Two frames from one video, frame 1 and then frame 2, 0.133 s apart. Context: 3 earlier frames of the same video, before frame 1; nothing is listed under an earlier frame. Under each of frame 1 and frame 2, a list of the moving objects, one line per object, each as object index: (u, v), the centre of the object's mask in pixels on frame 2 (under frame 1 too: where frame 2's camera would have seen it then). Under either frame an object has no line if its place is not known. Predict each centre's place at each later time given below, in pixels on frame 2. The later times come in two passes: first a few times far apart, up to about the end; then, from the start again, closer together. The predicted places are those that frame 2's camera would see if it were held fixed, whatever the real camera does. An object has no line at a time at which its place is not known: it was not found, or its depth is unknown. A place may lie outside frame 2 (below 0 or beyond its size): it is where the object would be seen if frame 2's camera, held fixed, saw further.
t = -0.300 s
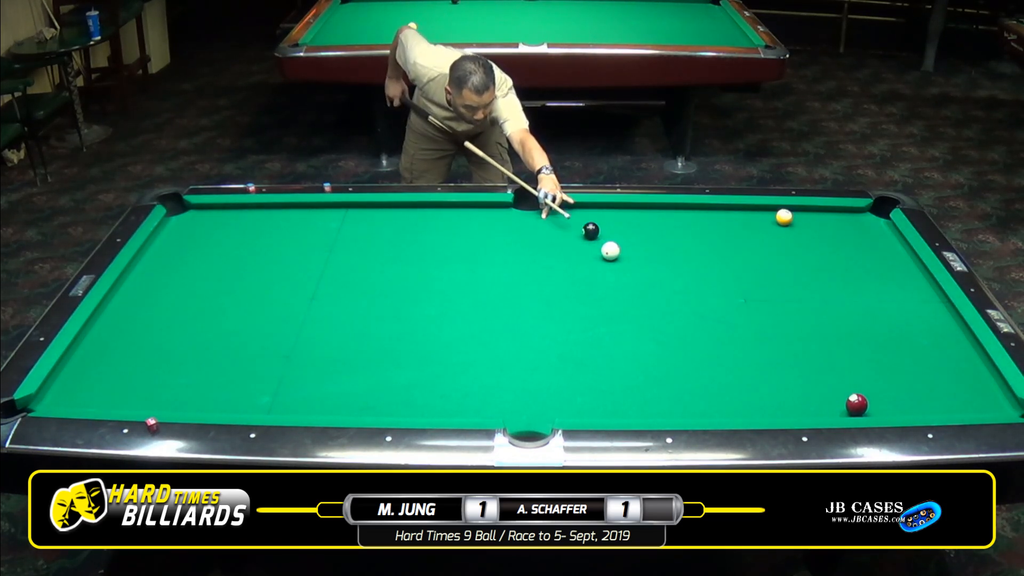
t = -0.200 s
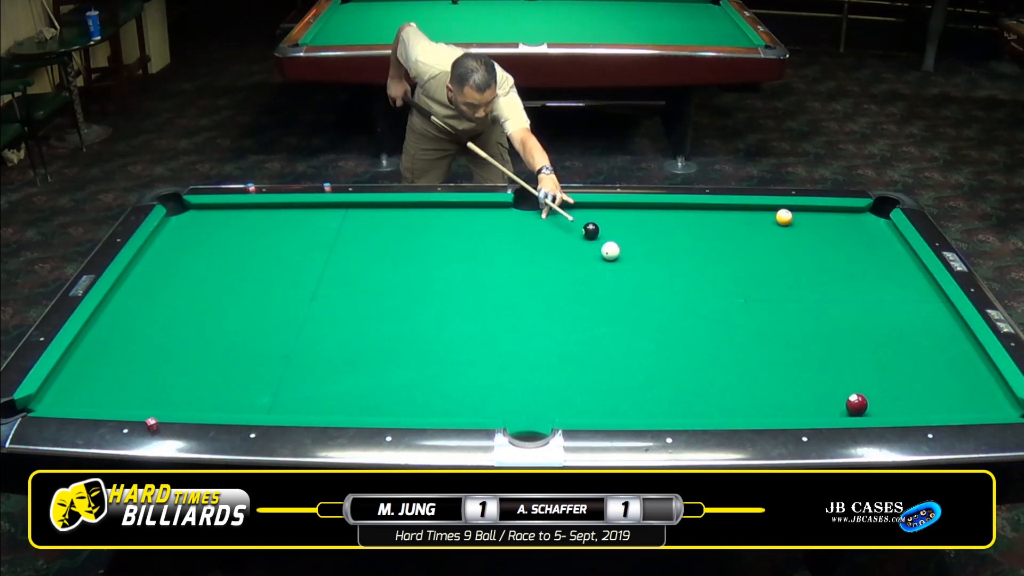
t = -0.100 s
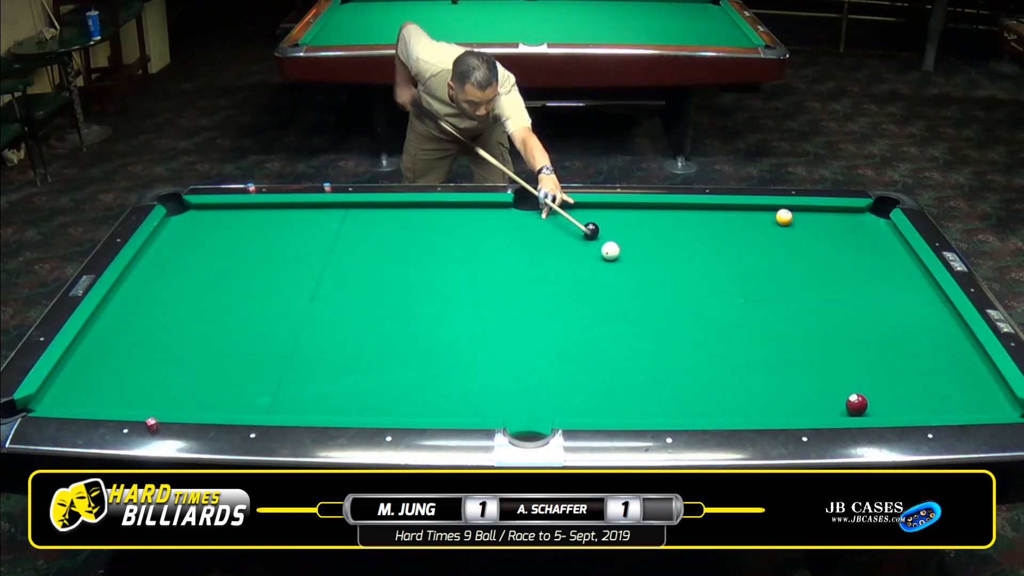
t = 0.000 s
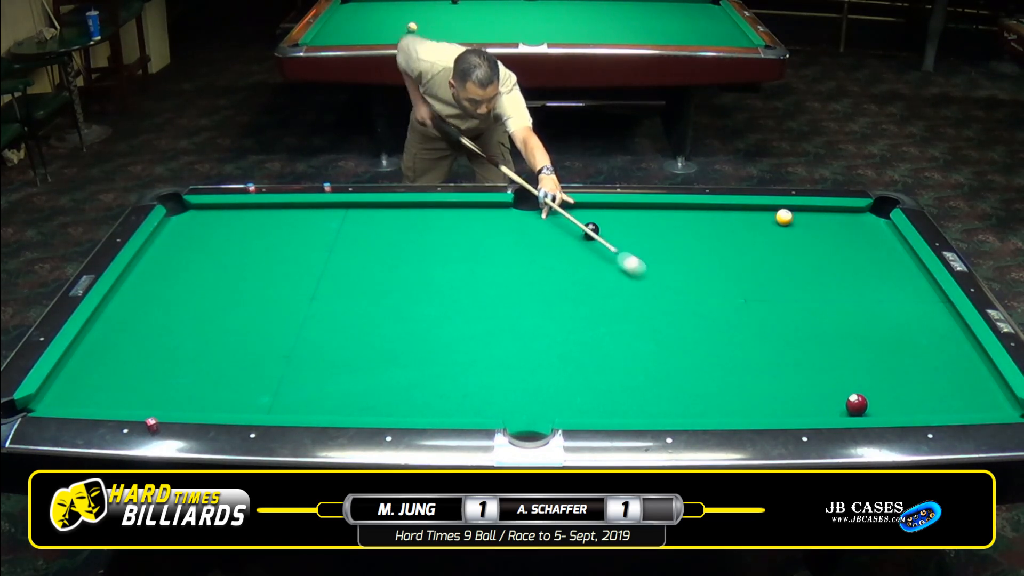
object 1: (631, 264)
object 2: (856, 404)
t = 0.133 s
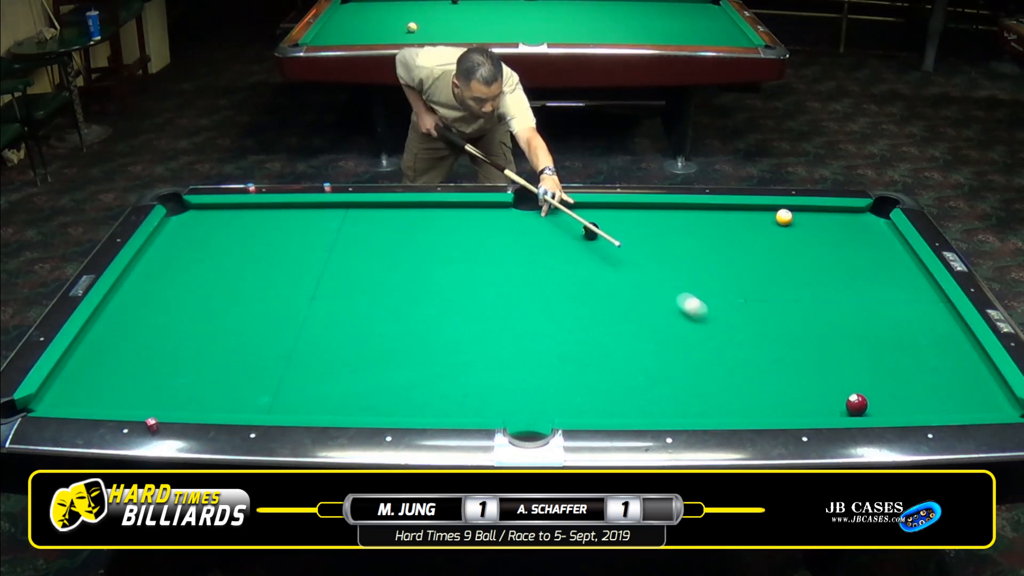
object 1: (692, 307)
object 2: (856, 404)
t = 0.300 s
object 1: (779, 367)
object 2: (856, 404)
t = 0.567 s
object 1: (833, 372)
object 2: (881, 401)
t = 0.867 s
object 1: (826, 314)
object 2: (918, 396)
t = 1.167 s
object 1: (819, 266)
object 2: (951, 392)
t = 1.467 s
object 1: (814, 227)
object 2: (980, 388)
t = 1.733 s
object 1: (816, 216)
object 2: (999, 386)
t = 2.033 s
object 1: (832, 237)
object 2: (981, 384)
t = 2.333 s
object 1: (848, 257)
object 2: (966, 383)
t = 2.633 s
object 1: (864, 279)
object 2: (954, 382)
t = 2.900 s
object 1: (879, 299)
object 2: (946, 381)
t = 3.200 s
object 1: (896, 322)
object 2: (939, 380)
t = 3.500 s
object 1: (913, 345)
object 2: (935, 380)
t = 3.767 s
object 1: (928, 363)
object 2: (933, 380)
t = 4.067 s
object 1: (940, 371)
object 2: (937, 392)
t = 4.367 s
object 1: (948, 375)
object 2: (940, 403)
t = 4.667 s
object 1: (954, 378)
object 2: (941, 406)
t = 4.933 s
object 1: (958, 379)
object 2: (938, 403)
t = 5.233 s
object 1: (959, 380)
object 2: (936, 400)
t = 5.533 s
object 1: (958, 380)
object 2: (935, 396)
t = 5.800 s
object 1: (958, 379)
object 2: (935, 395)
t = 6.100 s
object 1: (957, 379)
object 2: (935, 396)
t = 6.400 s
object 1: (957, 379)
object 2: (935, 396)
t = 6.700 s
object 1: (957, 379)
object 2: (935, 396)
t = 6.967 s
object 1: (957, 379)
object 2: (935, 395)
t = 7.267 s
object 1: (957, 379)
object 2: (935, 396)
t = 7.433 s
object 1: (957, 379)
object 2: (935, 396)
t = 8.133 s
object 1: (957, 379)
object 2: (935, 395)
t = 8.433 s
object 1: (957, 379)
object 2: (935, 396)
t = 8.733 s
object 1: (957, 379)
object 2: (935, 396)
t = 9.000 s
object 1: (957, 379)
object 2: (935, 395)
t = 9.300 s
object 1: (957, 379)
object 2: (935, 396)
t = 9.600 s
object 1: (957, 379)
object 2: (935, 396)
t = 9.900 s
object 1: (957, 379)
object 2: (935, 396)
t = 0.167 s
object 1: (708, 318)
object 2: (856, 404)
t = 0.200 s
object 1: (725, 330)
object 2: (856, 404)
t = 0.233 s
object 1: (743, 342)
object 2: (856, 404)
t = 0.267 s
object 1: (761, 355)
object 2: (856, 404)
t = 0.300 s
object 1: (779, 367)
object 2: (856, 404)
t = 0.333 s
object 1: (798, 381)
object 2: (856, 404)
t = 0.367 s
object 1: (818, 395)
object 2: (856, 404)
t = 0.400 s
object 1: (835, 406)
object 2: (858, 403)
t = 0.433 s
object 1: (841, 405)
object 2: (863, 402)
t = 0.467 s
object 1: (838, 397)
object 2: (868, 403)
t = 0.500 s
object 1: (835, 388)
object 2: (872, 402)
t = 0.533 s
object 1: (834, 379)
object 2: (876, 402)
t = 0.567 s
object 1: (833, 372)
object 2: (881, 401)
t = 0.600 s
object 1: (832, 364)
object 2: (885, 401)
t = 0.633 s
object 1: (831, 358)
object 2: (889, 401)
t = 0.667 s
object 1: (830, 351)
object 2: (894, 400)
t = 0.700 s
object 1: (829, 344)
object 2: (898, 399)
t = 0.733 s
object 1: (829, 338)
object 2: (902, 399)
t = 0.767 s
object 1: (828, 331)
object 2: (906, 398)
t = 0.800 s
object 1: (827, 325)
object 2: (910, 397)
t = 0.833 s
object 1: (826, 319)
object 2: (914, 397)
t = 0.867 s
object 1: (826, 314)
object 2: (918, 396)
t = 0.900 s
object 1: (825, 308)
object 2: (921, 396)
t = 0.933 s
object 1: (824, 302)
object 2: (925, 395)
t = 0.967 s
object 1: (823, 297)
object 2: (929, 395)
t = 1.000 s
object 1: (823, 291)
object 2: (933, 395)
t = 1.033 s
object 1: (822, 286)
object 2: (937, 394)
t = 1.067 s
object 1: (821, 281)
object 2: (940, 394)
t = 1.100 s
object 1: (821, 276)
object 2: (944, 394)
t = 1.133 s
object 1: (820, 271)
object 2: (947, 393)
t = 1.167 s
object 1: (819, 266)
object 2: (951, 392)
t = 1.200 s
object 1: (819, 261)
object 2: (954, 392)
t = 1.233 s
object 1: (818, 257)
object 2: (958, 392)
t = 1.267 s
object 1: (817, 252)
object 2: (961, 391)
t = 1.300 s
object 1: (817, 248)
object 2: (964, 391)
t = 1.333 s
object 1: (816, 244)
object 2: (968, 390)
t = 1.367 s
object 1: (816, 240)
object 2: (970, 390)
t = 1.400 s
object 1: (815, 236)
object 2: (974, 389)
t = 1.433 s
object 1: (814, 231)
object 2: (977, 389)
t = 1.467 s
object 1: (814, 227)
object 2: (980, 388)
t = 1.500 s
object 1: (813, 224)
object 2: (983, 388)
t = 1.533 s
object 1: (813, 220)
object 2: (986, 388)
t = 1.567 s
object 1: (812, 216)
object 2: (989, 387)
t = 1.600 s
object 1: (812, 212)
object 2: (992, 387)
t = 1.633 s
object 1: (812, 210)
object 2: (995, 387)
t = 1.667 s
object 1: (813, 212)
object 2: (997, 386)
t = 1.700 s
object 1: (815, 214)
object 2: (1000, 386)
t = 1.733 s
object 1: (816, 216)
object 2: (999, 386)
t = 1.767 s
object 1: (818, 219)
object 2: (997, 386)
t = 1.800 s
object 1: (820, 221)
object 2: (995, 385)
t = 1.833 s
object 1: (822, 223)
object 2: (993, 385)
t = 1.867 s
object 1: (823, 225)
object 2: (991, 385)
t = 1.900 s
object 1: (825, 227)
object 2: (989, 385)
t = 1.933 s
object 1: (827, 230)
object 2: (987, 385)
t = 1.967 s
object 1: (828, 232)
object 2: (985, 384)
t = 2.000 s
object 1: (830, 234)
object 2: (983, 384)
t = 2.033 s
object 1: (832, 237)
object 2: (981, 384)
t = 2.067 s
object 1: (834, 239)
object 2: (980, 384)
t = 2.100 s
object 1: (835, 241)
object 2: (978, 384)
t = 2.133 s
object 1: (837, 243)
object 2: (976, 383)
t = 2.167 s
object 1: (839, 246)
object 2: (974, 383)
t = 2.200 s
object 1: (840, 248)
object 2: (973, 383)
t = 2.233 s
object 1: (842, 251)
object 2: (971, 383)
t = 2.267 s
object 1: (844, 253)
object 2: (970, 383)
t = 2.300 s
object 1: (846, 255)
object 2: (968, 383)
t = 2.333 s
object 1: (848, 257)
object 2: (966, 383)
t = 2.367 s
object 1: (849, 260)
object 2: (965, 382)
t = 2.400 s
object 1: (851, 262)
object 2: (964, 382)
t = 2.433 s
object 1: (853, 265)
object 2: (962, 382)
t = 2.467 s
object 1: (855, 267)
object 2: (961, 382)
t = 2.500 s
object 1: (857, 270)
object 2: (959, 382)
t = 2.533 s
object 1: (858, 272)
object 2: (958, 382)
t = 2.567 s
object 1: (860, 275)
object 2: (957, 382)
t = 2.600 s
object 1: (862, 277)
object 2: (956, 382)
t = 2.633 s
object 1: (864, 279)
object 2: (954, 382)
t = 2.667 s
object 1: (866, 282)
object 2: (953, 382)
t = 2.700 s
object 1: (868, 284)
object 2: (952, 382)
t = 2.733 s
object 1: (869, 287)
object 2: (951, 382)
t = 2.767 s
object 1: (871, 289)
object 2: (950, 382)
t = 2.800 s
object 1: (873, 292)
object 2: (949, 382)
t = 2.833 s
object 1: (875, 294)
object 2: (948, 381)
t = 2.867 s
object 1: (877, 297)
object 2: (947, 382)
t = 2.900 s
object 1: (879, 299)
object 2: (946, 381)
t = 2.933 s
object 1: (881, 302)
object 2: (945, 381)
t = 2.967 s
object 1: (883, 304)
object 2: (944, 381)
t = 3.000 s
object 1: (885, 307)
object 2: (943, 381)
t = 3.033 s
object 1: (886, 309)
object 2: (942, 381)
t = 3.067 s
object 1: (888, 312)
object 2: (942, 381)
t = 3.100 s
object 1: (890, 314)
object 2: (941, 381)
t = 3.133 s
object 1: (892, 317)
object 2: (940, 381)
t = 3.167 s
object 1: (894, 319)
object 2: (940, 381)
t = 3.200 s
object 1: (896, 322)
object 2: (939, 380)
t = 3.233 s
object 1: (897, 325)
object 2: (938, 380)
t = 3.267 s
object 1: (899, 327)
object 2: (938, 380)
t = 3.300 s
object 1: (901, 330)
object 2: (937, 380)
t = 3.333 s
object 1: (903, 332)
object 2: (937, 380)
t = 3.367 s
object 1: (905, 335)
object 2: (936, 380)
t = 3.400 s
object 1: (907, 337)
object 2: (936, 380)
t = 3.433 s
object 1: (909, 340)
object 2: (935, 380)
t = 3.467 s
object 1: (911, 342)
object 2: (935, 380)
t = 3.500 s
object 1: (913, 345)
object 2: (935, 380)
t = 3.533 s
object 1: (915, 348)
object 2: (935, 380)
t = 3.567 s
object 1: (917, 350)
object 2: (934, 380)
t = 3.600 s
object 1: (919, 353)
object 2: (934, 380)
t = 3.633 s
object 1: (921, 355)
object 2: (934, 380)
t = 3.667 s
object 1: (923, 358)
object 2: (934, 379)
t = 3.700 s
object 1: (924, 360)
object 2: (934, 380)
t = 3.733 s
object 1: (926, 362)
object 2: (934, 380)
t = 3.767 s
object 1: (928, 363)
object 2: (933, 380)
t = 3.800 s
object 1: (930, 365)
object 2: (933, 380)
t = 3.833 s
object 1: (931, 365)
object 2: (934, 382)
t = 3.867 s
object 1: (932, 366)
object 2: (935, 383)
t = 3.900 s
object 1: (934, 367)
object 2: (935, 385)
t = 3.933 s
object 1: (935, 368)
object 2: (935, 386)
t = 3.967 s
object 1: (937, 368)
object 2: (936, 388)
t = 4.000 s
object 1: (938, 369)
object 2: (936, 389)
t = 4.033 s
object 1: (939, 370)
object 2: (937, 390)
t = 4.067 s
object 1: (940, 371)
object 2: (937, 392)
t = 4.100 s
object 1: (941, 372)
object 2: (937, 393)
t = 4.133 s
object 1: (942, 372)
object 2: (938, 394)
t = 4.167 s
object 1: (943, 373)
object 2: (938, 395)
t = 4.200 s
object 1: (944, 373)
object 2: (939, 397)
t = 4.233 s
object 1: (945, 374)
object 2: (939, 399)
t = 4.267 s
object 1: (946, 374)
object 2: (939, 400)
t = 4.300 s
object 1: (947, 375)
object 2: (940, 401)
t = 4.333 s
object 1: (948, 375)
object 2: (940, 402)
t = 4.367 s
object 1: (948, 375)
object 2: (940, 403)
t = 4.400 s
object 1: (949, 375)
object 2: (941, 404)
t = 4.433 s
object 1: (950, 376)
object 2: (941, 405)
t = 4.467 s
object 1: (951, 376)
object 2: (942, 406)
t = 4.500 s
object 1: (951, 376)
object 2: (942, 407)
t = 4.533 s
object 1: (952, 377)
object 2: (943, 407)
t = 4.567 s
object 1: (952, 377)
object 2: (943, 408)
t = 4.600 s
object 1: (953, 377)
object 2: (943, 407)
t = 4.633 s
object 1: (954, 377)
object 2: (942, 407)
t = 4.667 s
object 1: (954, 378)
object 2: (941, 406)
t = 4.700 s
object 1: (955, 378)
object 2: (941, 406)
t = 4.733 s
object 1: (955, 378)
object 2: (940, 406)
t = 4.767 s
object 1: (956, 378)
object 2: (940, 405)
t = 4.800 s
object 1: (956, 379)
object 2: (939, 405)
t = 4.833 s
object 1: (957, 379)
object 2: (939, 404)
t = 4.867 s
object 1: (957, 379)
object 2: (939, 404)
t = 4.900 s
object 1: (958, 379)
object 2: (938, 403)
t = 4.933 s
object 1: (958, 379)
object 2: (938, 403)
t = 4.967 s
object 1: (958, 380)
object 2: (938, 403)
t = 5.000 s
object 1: (958, 380)
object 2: (937, 402)
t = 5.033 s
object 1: (959, 380)
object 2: (937, 402)
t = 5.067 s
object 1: (959, 380)
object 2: (937, 401)
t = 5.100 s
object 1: (959, 380)
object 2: (937, 401)
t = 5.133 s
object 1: (959, 380)
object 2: (936, 400)
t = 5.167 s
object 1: (959, 380)
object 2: (936, 400)
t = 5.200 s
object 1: (959, 380)
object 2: (936, 400)
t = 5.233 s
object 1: (959, 380)
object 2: (936, 400)
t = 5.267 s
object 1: (959, 380)
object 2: (936, 399)
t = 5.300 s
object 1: (959, 380)
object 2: (935, 398)
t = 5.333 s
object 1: (959, 380)
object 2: (935, 398)
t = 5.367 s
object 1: (959, 380)
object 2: (935, 398)
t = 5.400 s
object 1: (958, 380)
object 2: (935, 397)
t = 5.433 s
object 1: (958, 380)
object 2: (935, 397)
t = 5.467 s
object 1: (959, 379)
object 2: (935, 397)
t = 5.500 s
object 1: (958, 380)
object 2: (935, 397)
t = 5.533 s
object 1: (958, 380)
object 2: (935, 396)
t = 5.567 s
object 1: (958, 380)
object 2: (935, 396)
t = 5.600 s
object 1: (958, 379)
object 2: (935, 396)
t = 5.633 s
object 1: (958, 379)
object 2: (935, 396)
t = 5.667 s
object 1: (958, 379)
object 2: (935, 396)
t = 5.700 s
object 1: (958, 379)
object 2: (935, 396)
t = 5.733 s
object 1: (958, 379)
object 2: (935, 396)
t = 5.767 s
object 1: (958, 379)
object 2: (935, 395)
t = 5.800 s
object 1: (958, 379)
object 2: (935, 395)
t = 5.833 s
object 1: (957, 379)
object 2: (935, 395)
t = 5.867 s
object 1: (957, 379)
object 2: (935, 395)
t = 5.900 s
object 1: (957, 379)
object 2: (935, 395)
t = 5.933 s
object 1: (957, 379)
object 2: (935, 395)
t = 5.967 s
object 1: (957, 379)
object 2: (935, 395)
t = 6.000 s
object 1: (957, 379)
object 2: (935, 396)
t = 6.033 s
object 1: (957, 379)
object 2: (935, 396)
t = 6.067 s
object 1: (957, 379)
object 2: (935, 395)
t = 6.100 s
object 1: (957, 379)
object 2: (935, 396)
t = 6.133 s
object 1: (957, 379)
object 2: (935, 396)
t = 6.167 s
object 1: (957, 379)
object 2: (935, 396)
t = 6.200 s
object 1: (957, 379)
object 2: (935, 396)
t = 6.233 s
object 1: (957, 379)
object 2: (935, 396)
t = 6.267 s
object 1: (957, 379)
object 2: (935, 396)
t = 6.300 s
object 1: (957, 379)
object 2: (935, 396)
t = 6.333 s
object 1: (957, 379)
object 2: (935, 396)
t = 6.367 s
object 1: (957, 379)
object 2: (935, 396)
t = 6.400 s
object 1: (957, 379)
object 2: (935, 396)
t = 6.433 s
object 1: (957, 379)
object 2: (935, 396)
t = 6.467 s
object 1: (957, 379)
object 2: (935, 396)
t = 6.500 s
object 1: (957, 379)
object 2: (935, 396)
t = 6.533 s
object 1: (957, 379)
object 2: (935, 395)
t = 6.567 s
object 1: (957, 379)
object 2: (935, 395)
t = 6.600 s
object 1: (957, 379)
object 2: (935, 395)
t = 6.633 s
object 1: (957, 379)
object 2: (935, 396)
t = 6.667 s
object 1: (957, 379)
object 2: (935, 395)
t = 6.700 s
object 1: (957, 379)
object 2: (935, 396)
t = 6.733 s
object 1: (957, 379)
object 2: (935, 396)
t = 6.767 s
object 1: (957, 379)
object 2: (935, 396)
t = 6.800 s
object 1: (957, 379)
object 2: (935, 396)
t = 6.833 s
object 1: (957, 379)
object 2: (935, 396)
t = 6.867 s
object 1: (957, 379)
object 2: (935, 395)
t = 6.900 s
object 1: (957, 379)
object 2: (935, 395)
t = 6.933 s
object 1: (957, 379)
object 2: (935, 395)
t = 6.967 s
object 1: (957, 379)
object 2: (935, 395)
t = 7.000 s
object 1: (957, 379)
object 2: (935, 396)
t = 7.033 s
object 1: (957, 379)
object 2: (935, 395)
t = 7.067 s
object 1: (957, 379)
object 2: (935, 395)
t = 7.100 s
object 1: (957, 379)
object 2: (935, 396)
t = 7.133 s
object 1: (957, 379)
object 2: (935, 396)
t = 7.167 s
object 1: (957, 379)
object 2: (935, 395)
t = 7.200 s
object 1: (957, 379)
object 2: (935, 396)
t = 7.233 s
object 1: (957, 379)
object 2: (935, 396)
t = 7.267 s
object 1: (957, 379)
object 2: (935, 396)
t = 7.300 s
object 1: (957, 379)
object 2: (935, 396)
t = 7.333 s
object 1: (957, 379)
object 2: (935, 396)
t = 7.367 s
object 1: (957, 379)
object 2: (935, 396)
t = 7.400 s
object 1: (957, 379)
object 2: (935, 396)
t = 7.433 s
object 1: (957, 379)
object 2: (935, 396)
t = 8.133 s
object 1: (957, 379)
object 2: (935, 395)
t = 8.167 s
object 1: (957, 379)
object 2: (935, 395)
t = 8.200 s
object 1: (957, 379)
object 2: (935, 395)
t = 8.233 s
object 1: (957, 379)
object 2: (935, 396)
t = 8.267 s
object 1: (957, 379)
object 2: (935, 396)
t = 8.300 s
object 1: (957, 379)
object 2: (935, 396)
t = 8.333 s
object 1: (957, 379)
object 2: (935, 395)
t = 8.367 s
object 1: (957, 379)
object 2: (935, 396)
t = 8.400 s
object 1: (957, 379)
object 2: (935, 396)
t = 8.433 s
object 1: (957, 379)
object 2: (935, 396)
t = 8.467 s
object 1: (957, 379)
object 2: (935, 396)
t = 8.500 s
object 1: (957, 379)
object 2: (935, 396)
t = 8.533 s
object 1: (957, 379)
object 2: (935, 396)
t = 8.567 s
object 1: (957, 379)
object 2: (935, 396)
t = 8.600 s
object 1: (957, 379)
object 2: (935, 396)
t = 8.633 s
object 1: (957, 379)
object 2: (935, 396)
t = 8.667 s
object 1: (957, 379)
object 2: (935, 396)
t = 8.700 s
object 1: (957, 379)
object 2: (935, 396)
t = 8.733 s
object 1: (957, 379)
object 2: (935, 396)
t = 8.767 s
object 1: (957, 379)
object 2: (935, 396)
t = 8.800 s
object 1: (957, 379)
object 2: (935, 396)
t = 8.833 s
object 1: (957, 379)
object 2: (935, 396)
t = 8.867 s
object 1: (957, 379)
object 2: (935, 396)
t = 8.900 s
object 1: (957, 379)
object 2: (935, 396)
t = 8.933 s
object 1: (957, 379)
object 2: (935, 396)
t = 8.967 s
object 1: (957, 379)
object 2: (935, 396)
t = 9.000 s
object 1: (957, 379)
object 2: (935, 395)
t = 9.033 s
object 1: (957, 379)
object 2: (935, 395)
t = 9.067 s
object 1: (957, 379)
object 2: (935, 395)
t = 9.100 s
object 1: (957, 379)
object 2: (935, 395)
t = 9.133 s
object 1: (957, 379)
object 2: (935, 396)
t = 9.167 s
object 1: (957, 379)
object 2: (935, 396)
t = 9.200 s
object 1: (957, 379)
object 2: (935, 395)
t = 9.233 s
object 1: (957, 379)
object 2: (935, 395)
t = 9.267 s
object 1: (957, 379)
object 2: (935, 396)
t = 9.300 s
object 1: (957, 379)
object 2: (935, 396)
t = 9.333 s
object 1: (957, 379)
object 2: (935, 396)
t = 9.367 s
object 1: (957, 379)
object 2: (935, 396)
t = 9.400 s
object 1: (957, 379)
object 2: (935, 395)
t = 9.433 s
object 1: (957, 379)
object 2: (935, 396)
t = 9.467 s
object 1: (957, 379)
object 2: (935, 396)
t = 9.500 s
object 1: (957, 379)
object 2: (935, 396)
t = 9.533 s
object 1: (957, 379)
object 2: (935, 396)
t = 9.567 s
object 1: (957, 379)
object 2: (935, 396)
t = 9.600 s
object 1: (957, 379)
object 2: (935, 396)
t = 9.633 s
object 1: (957, 379)
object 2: (935, 396)
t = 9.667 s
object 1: (957, 379)
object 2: (935, 396)
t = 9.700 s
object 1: (957, 379)
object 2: (935, 396)
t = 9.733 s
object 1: (957, 379)
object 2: (935, 396)
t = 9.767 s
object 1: (957, 379)
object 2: (935, 396)
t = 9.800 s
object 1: (957, 379)
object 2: (935, 396)
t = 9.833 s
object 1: (957, 379)
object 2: (935, 395)
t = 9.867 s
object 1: (957, 379)
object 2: (935, 395)
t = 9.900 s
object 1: (957, 379)
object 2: (935, 396)
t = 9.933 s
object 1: (957, 379)
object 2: (935, 395)
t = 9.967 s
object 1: (957, 379)
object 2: (935, 395)
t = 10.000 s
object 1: (957, 379)
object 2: (935, 395)
